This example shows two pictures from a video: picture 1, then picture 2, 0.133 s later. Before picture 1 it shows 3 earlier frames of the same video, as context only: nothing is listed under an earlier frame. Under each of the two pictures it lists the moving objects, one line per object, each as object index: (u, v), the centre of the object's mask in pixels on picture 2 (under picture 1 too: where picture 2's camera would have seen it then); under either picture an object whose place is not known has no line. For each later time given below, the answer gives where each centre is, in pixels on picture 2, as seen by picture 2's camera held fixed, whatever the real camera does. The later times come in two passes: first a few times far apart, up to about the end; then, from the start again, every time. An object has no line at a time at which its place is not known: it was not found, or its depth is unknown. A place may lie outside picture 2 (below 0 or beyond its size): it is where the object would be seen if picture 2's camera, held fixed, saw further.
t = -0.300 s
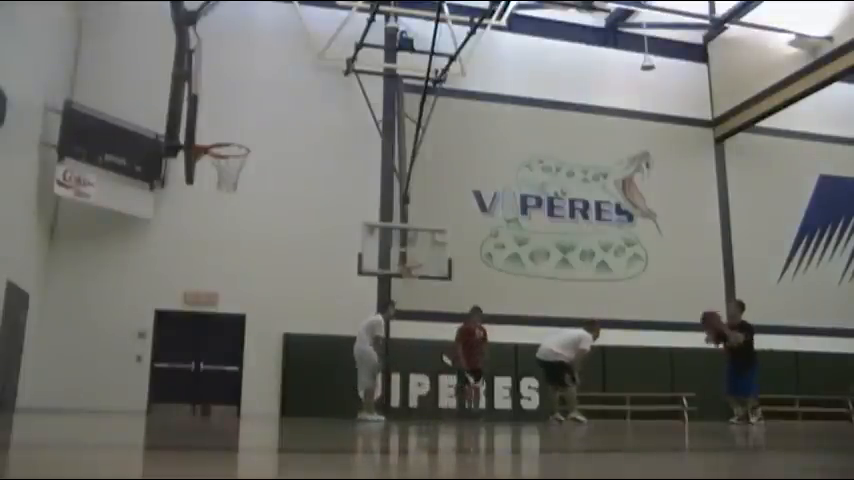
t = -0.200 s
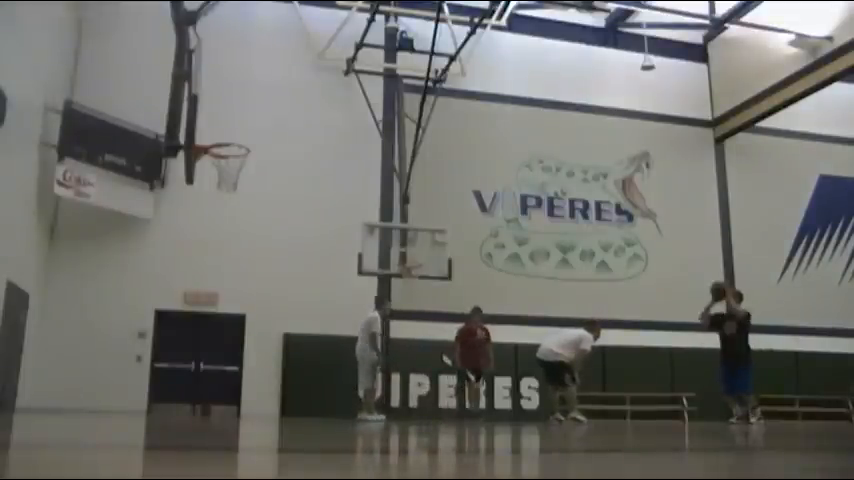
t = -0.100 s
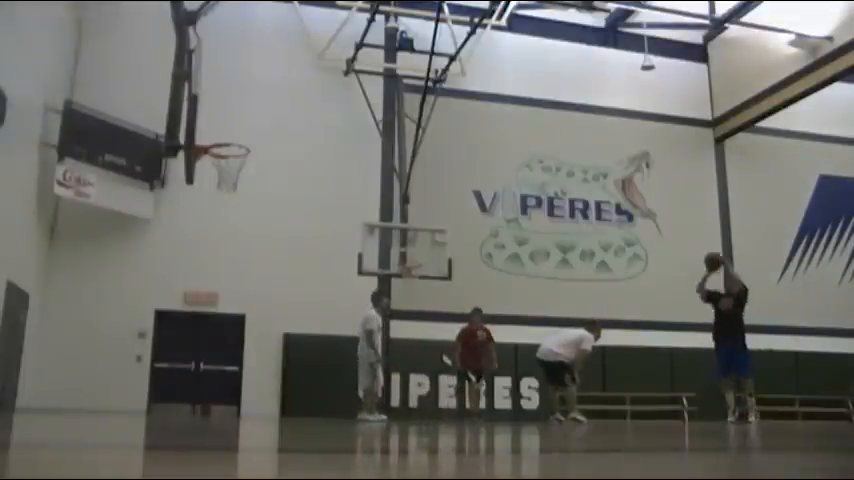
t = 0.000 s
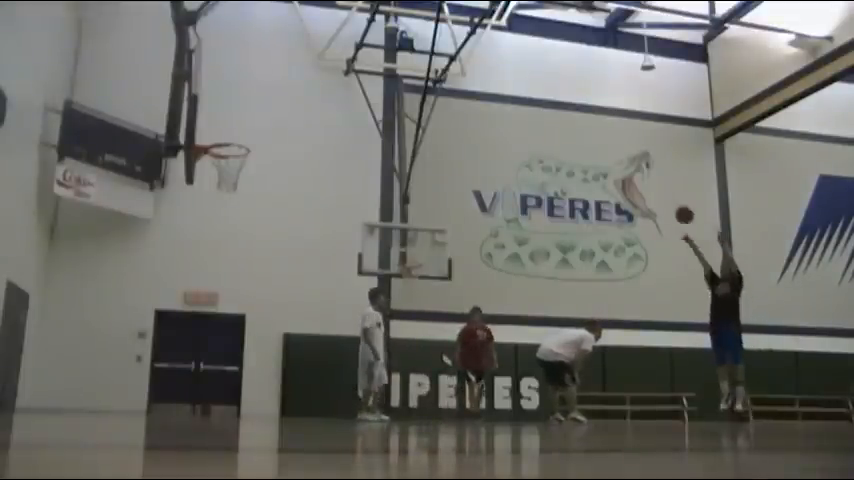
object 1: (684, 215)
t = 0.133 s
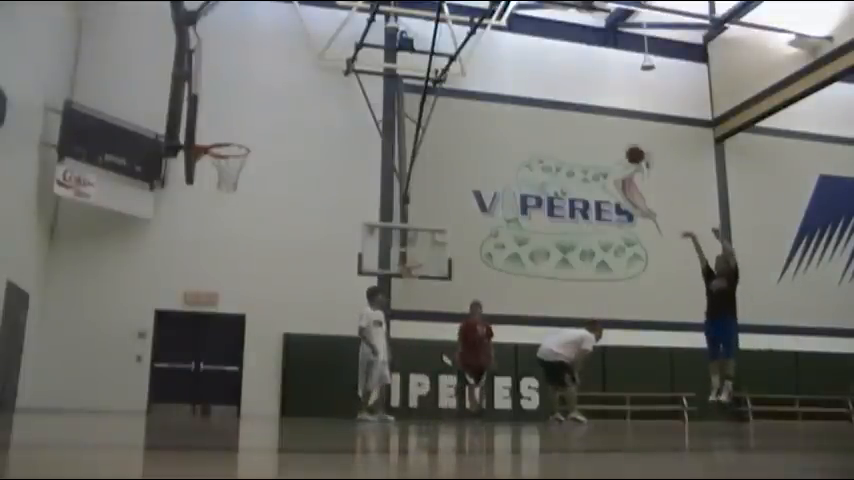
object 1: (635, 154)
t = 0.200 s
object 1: (610, 130)
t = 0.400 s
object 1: (537, 75)
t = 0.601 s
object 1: (465, 49)
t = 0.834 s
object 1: (377, 55)
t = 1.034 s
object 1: (300, 91)
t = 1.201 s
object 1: (231, 147)
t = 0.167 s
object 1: (622, 142)
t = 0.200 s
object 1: (610, 130)
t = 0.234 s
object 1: (597, 119)
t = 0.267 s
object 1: (585, 108)
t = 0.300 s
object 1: (574, 99)
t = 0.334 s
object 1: (561, 90)
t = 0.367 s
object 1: (549, 82)
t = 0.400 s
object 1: (537, 75)
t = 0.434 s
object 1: (525, 69)
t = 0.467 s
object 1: (513, 63)
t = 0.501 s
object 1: (501, 58)
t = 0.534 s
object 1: (489, 54)
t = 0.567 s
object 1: (477, 51)
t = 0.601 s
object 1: (465, 49)
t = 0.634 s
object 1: (452, 47)
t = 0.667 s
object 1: (441, 47)
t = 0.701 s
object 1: (428, 46)
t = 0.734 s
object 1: (411, 45)
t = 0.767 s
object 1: (405, 45)
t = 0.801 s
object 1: (391, 52)
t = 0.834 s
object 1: (377, 55)
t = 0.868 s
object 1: (365, 58)
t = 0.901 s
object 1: (353, 64)
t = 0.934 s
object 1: (340, 69)
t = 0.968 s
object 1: (326, 75)
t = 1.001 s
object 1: (313, 83)
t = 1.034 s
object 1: (300, 91)
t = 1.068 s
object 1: (286, 101)
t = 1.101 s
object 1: (273, 111)
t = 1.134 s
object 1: (258, 122)
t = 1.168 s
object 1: (245, 134)
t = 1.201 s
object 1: (231, 147)
